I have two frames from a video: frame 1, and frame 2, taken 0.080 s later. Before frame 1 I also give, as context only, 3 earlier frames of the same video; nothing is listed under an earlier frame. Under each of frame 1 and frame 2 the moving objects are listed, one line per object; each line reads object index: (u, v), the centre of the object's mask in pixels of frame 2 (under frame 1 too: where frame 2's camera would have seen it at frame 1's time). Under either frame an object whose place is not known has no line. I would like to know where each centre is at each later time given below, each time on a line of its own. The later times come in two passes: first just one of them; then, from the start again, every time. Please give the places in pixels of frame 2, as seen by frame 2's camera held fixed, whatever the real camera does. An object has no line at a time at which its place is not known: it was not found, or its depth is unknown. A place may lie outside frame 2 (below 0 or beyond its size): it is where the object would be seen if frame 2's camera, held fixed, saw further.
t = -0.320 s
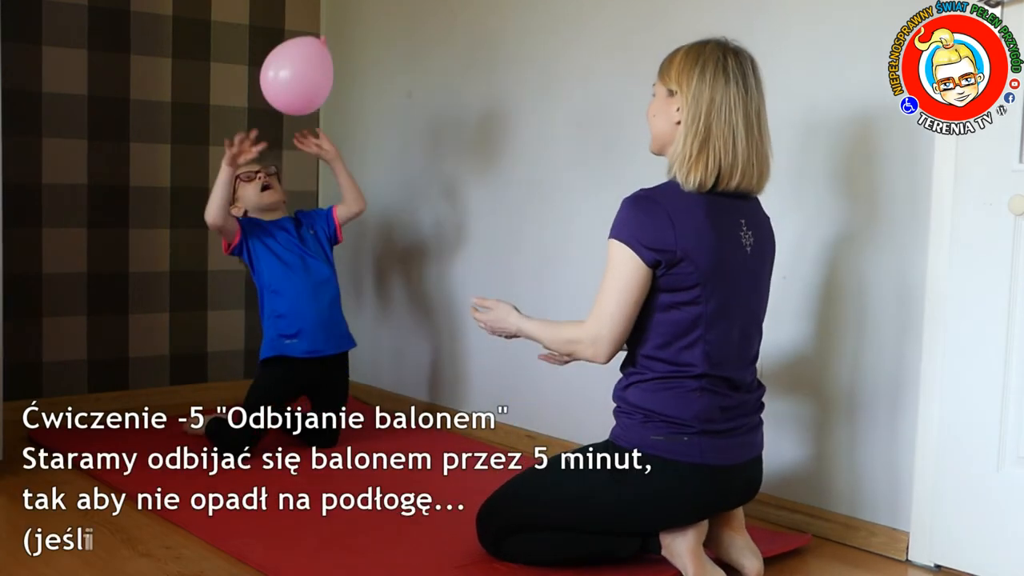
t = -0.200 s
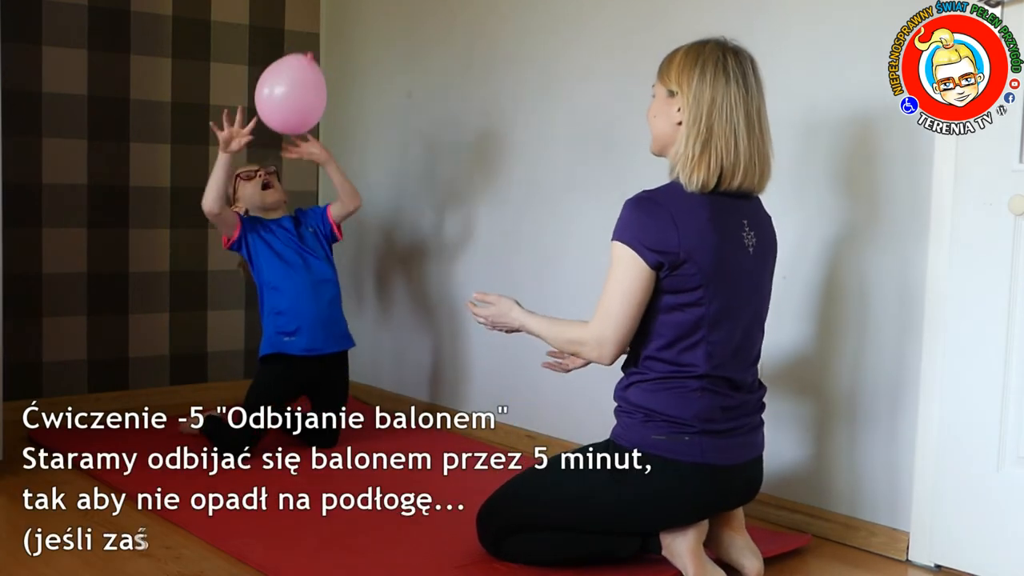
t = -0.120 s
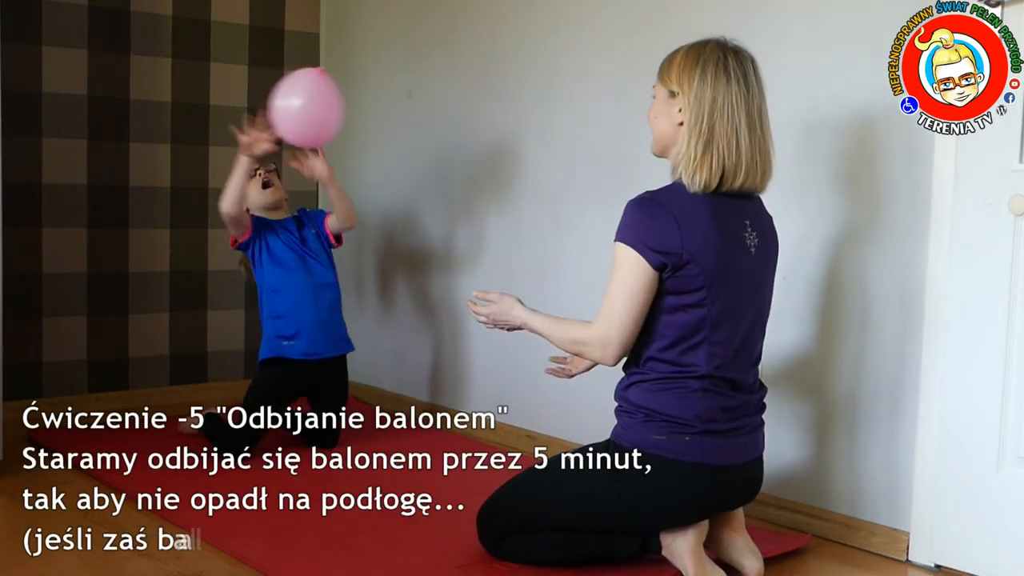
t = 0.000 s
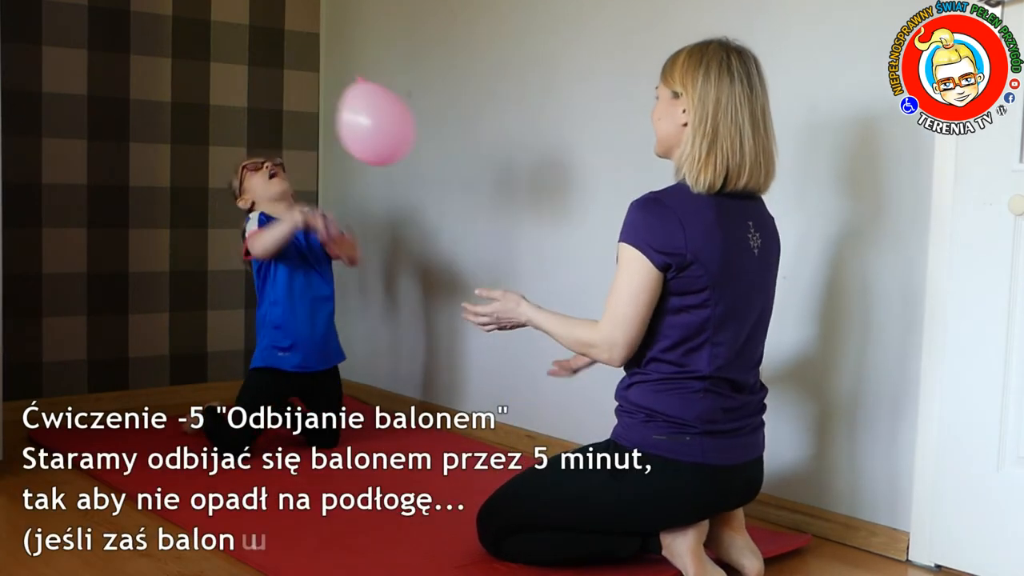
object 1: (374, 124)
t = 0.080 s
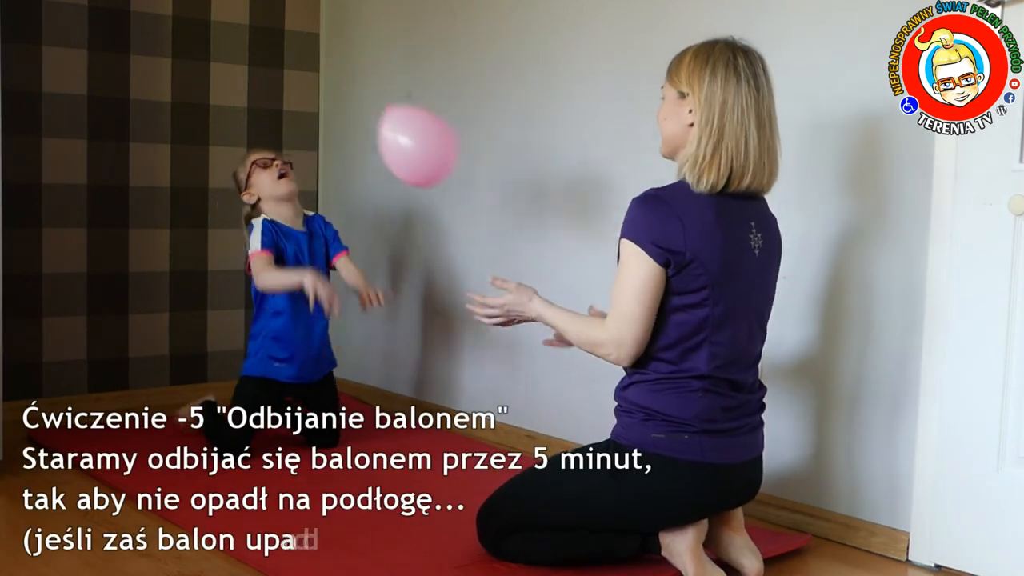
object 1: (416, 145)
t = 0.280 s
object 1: (501, 230)
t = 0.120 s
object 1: (436, 158)
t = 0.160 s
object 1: (453, 174)
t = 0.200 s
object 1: (471, 191)
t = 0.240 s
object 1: (487, 210)
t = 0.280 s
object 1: (501, 230)
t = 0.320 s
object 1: (513, 251)
